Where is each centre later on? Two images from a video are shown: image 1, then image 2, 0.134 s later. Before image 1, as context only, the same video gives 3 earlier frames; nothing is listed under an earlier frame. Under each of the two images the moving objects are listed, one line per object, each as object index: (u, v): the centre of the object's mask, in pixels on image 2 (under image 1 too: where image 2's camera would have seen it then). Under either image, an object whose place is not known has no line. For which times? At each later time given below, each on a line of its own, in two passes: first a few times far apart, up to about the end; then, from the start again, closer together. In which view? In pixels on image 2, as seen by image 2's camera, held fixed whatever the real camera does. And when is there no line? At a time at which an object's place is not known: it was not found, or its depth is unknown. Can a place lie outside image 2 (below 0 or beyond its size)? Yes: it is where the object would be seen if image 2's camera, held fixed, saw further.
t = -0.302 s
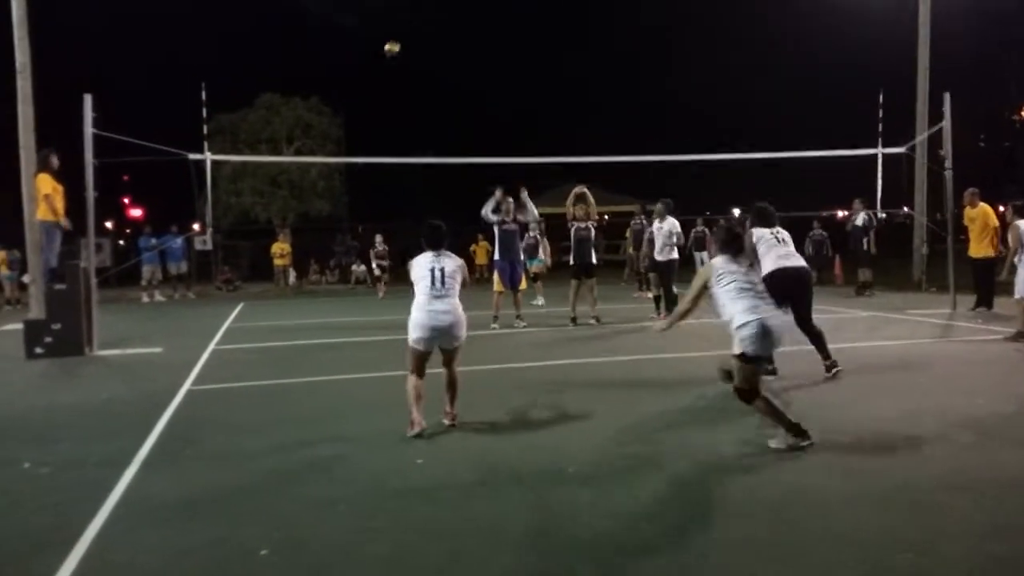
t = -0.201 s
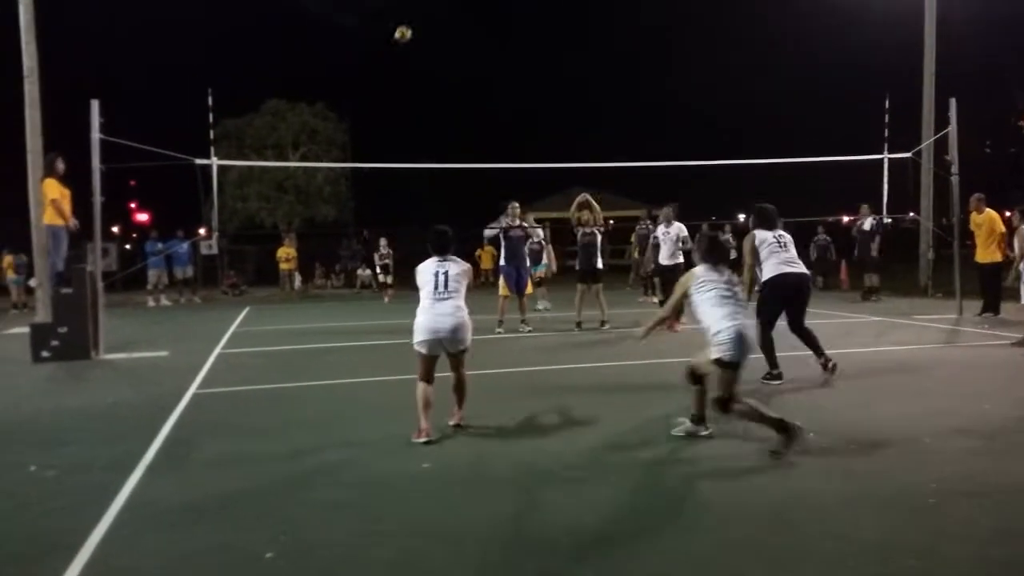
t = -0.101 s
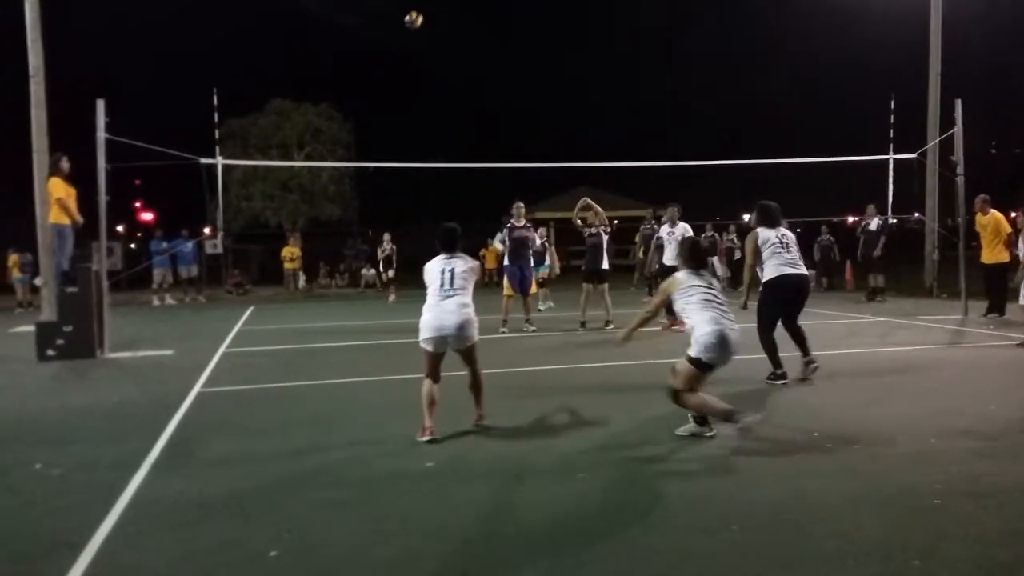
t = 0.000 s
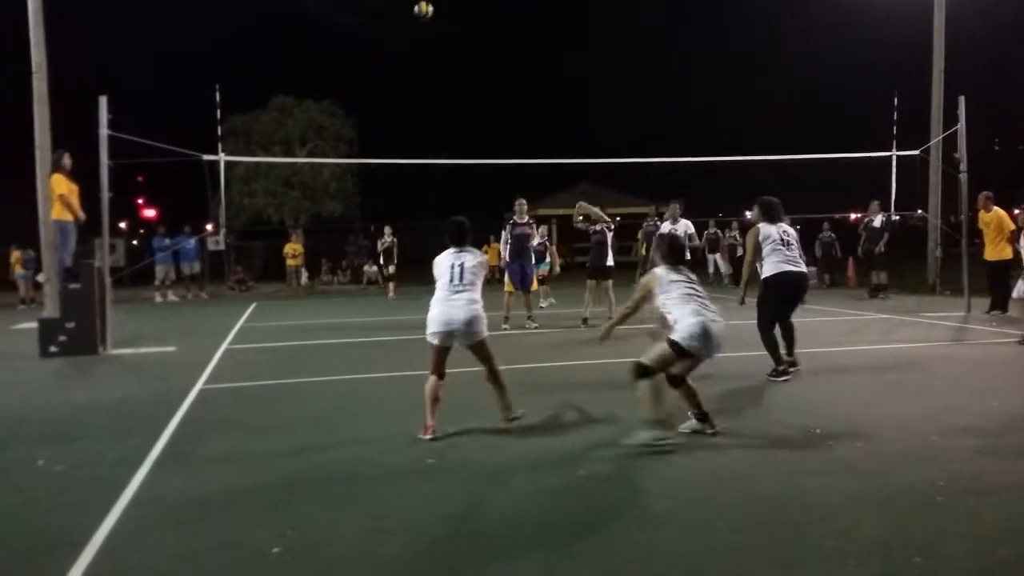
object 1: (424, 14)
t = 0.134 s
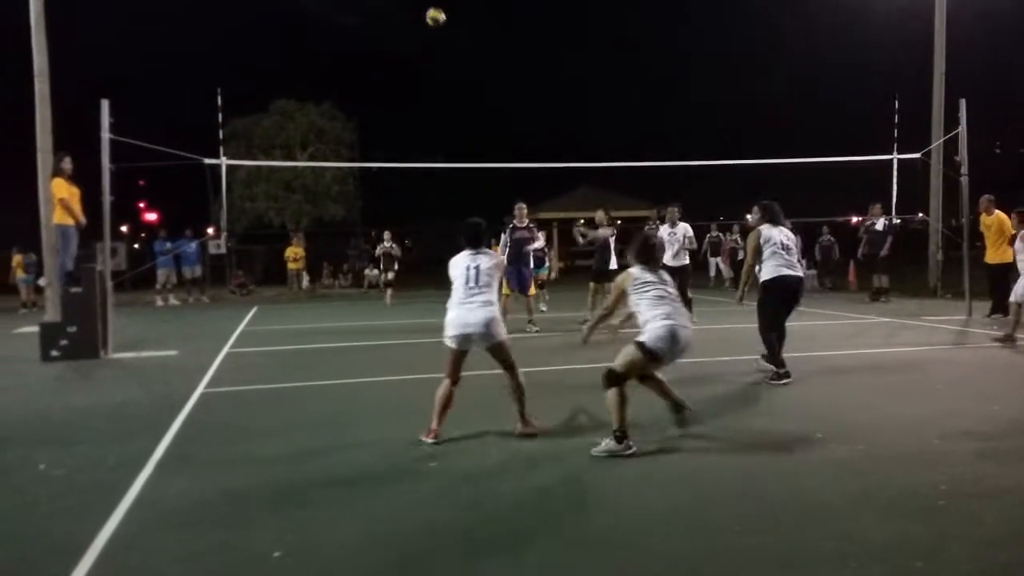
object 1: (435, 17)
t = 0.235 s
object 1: (444, 31)
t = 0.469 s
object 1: (472, 120)
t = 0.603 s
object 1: (491, 211)
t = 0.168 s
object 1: (438, 21)
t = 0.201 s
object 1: (441, 26)
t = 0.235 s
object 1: (444, 31)
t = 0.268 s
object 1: (447, 39)
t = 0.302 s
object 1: (451, 49)
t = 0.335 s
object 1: (455, 59)
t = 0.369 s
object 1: (458, 71)
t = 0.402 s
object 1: (462, 86)
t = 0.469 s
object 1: (472, 120)
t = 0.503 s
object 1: (476, 141)
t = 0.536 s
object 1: (481, 162)
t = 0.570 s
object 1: (486, 188)
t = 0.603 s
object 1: (491, 211)
